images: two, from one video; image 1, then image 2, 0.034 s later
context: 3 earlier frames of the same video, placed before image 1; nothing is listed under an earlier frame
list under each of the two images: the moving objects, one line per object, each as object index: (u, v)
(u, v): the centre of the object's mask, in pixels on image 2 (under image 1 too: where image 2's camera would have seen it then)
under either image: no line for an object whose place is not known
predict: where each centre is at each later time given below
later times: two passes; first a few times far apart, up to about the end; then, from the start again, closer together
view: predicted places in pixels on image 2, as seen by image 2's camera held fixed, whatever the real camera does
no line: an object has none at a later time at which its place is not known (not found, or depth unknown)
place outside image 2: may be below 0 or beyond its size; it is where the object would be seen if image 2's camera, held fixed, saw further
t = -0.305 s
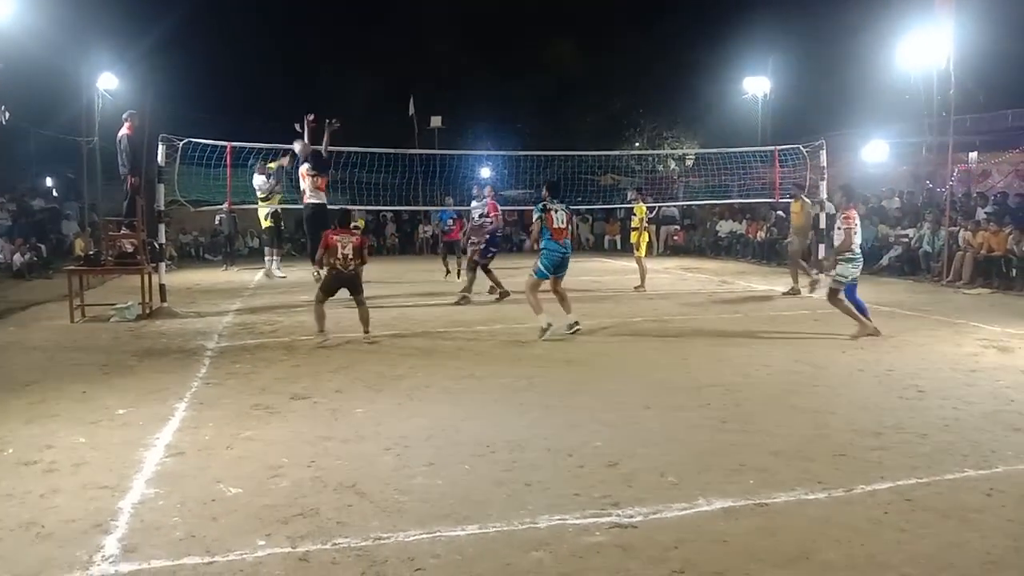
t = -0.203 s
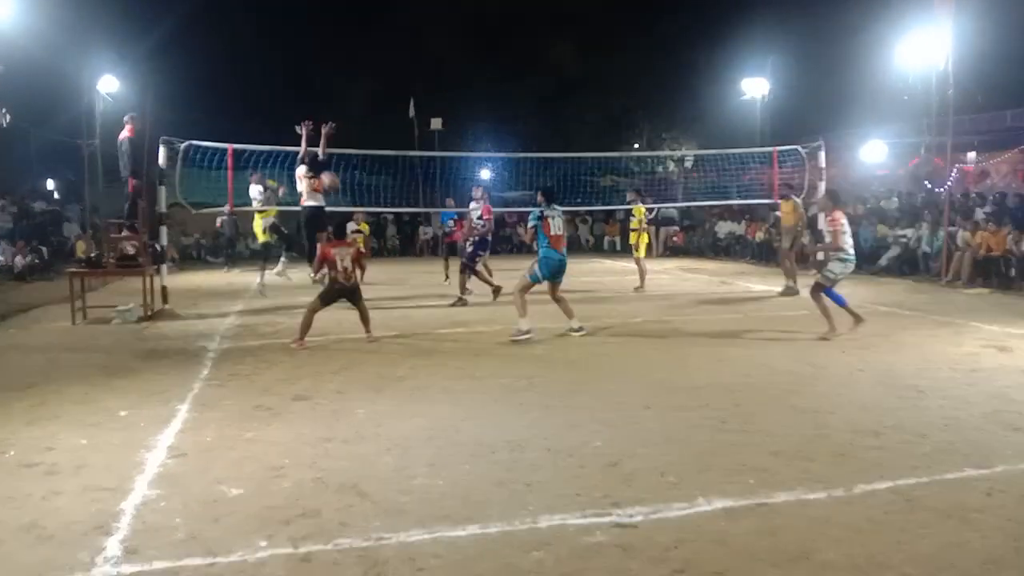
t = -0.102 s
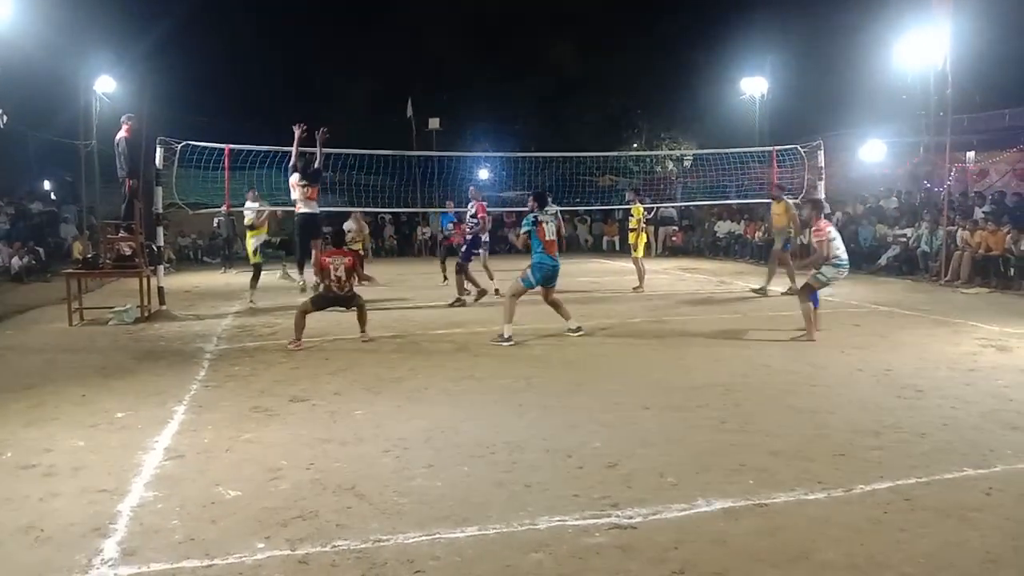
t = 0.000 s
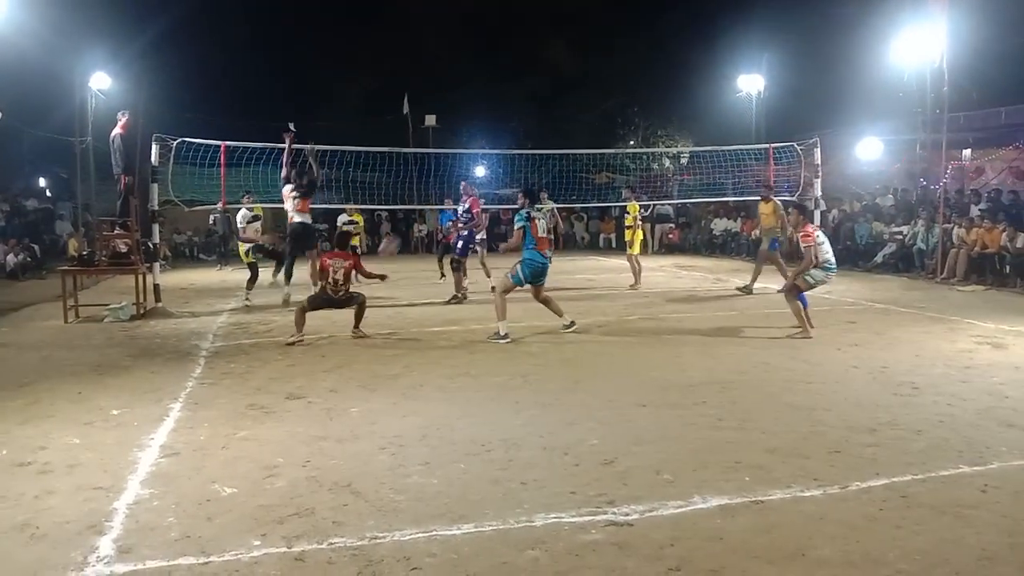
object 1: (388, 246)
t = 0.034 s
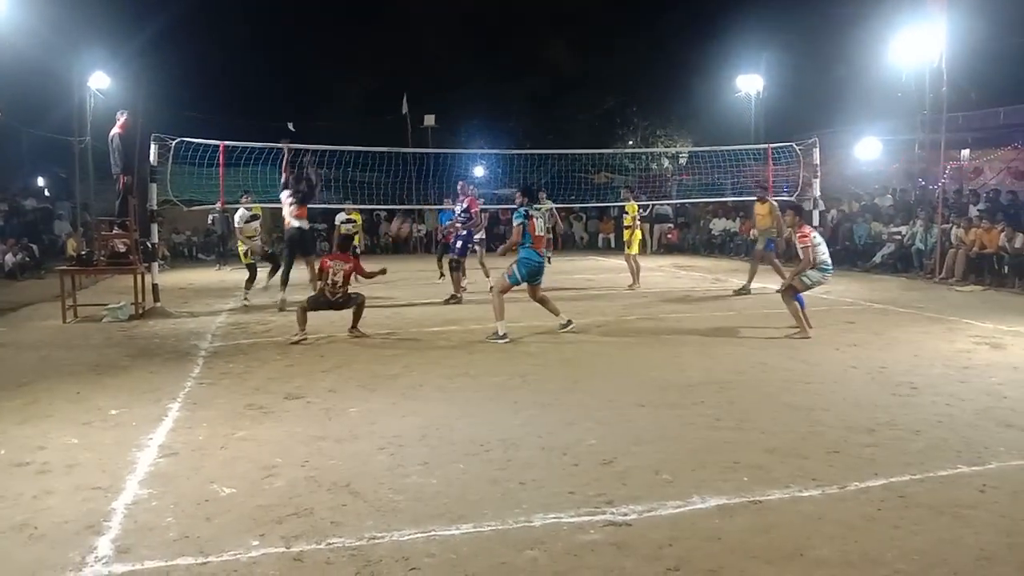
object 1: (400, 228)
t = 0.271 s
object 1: (491, 106)
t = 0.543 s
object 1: (609, 25)
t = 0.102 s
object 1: (424, 191)
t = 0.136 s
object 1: (438, 169)
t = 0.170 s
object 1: (451, 152)
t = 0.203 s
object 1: (464, 137)
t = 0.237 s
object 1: (477, 120)
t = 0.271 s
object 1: (491, 106)
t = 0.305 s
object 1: (505, 93)
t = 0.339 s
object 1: (519, 80)
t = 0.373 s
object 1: (534, 68)
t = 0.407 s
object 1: (548, 57)
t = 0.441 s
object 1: (563, 48)
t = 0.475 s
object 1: (578, 39)
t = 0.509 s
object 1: (594, 31)
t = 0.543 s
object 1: (609, 25)
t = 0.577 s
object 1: (625, 20)
